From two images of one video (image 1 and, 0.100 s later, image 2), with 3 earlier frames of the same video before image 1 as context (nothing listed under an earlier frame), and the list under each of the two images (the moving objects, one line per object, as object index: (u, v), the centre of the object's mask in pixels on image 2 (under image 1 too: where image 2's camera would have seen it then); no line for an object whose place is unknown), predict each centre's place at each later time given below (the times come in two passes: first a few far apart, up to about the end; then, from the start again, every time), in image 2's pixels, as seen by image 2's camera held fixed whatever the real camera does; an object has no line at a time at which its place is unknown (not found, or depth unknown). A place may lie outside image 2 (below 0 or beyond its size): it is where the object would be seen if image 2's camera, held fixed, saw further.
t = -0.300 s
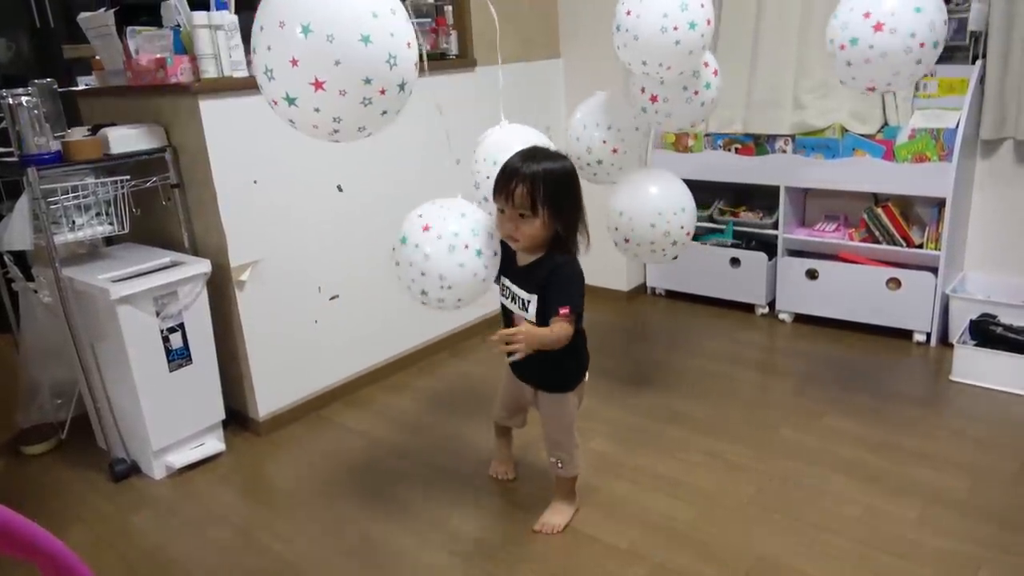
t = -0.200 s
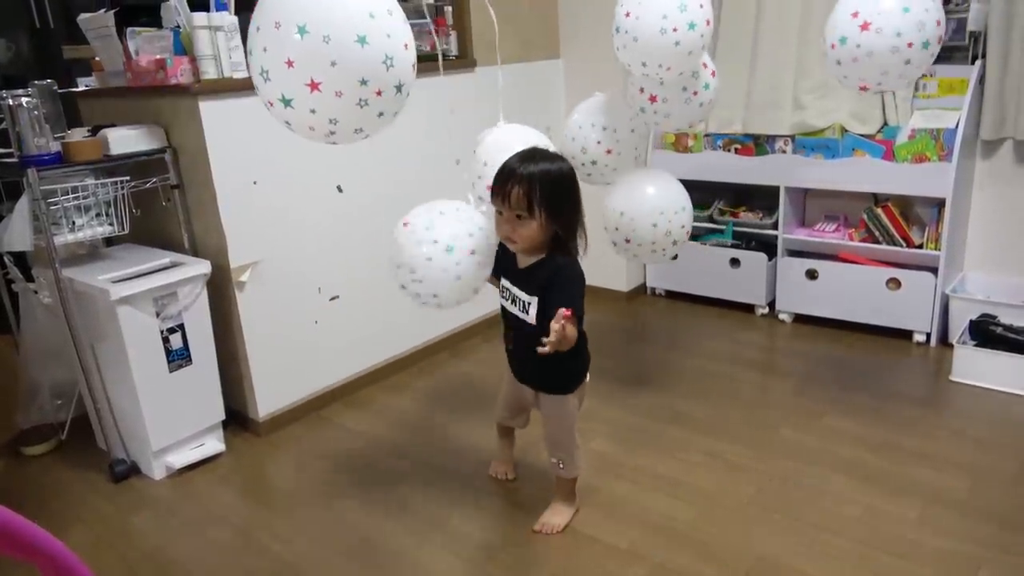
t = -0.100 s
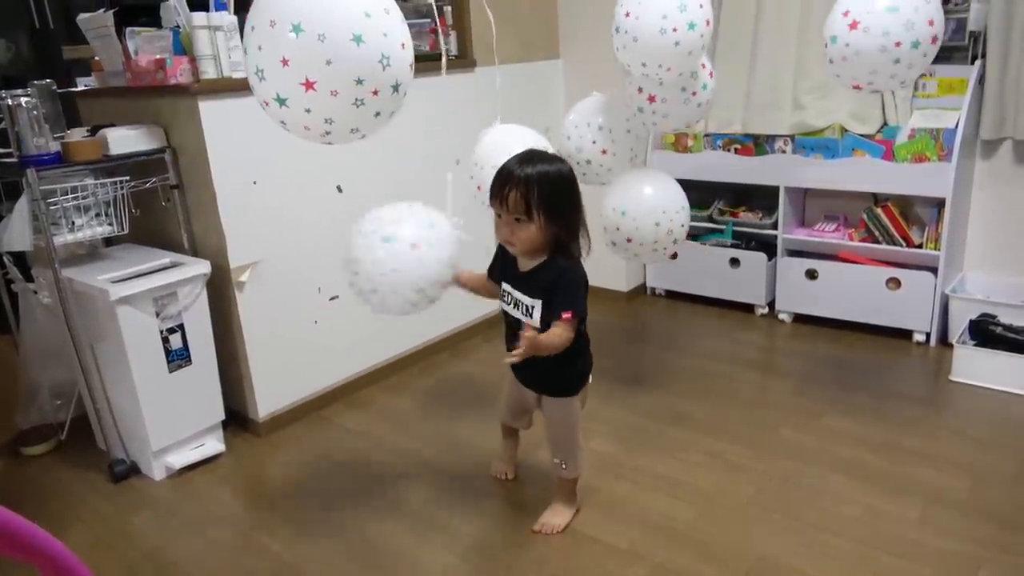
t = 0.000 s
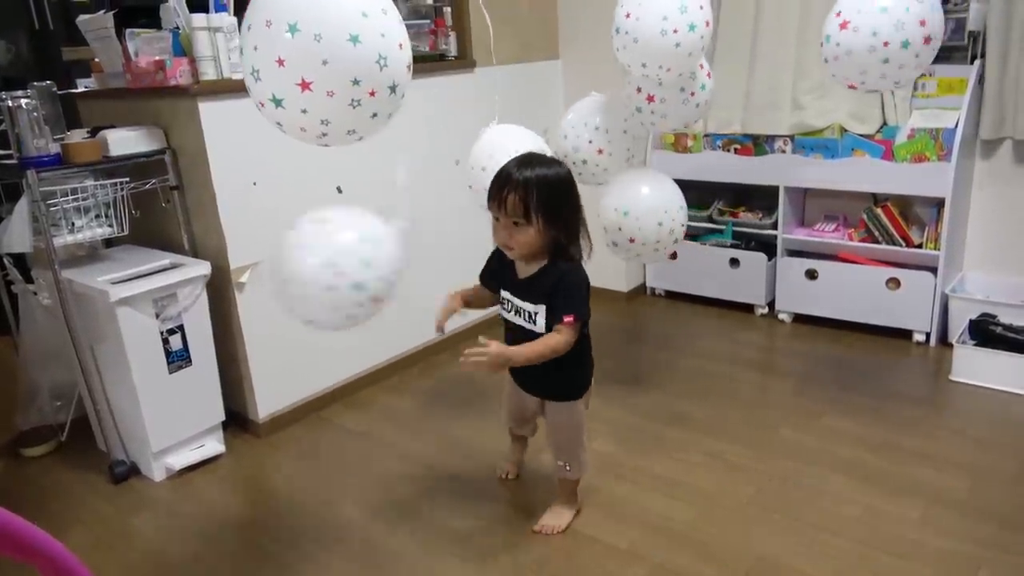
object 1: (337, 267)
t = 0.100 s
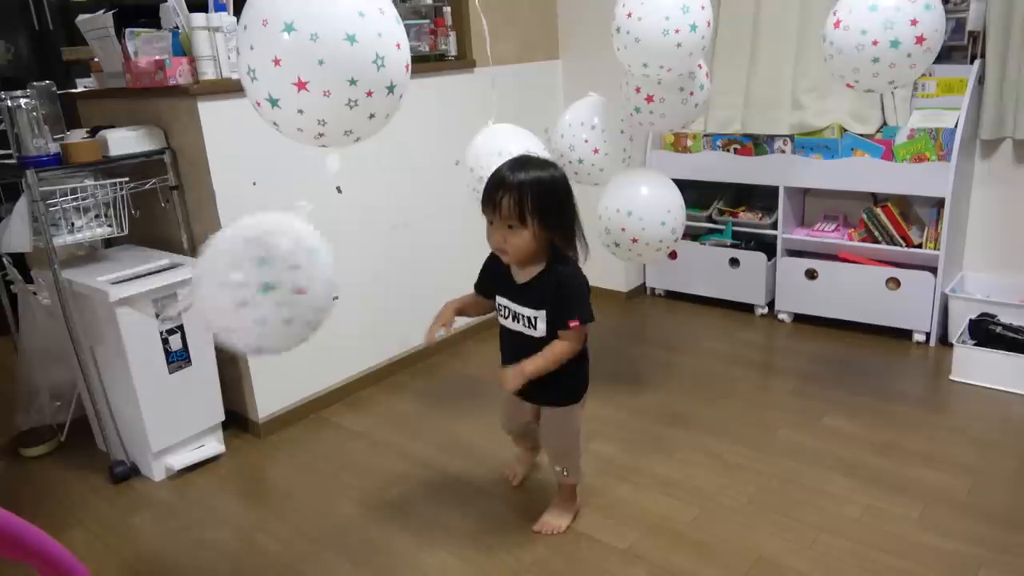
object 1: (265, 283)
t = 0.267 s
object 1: (147, 326)
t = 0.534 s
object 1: (51, 316)
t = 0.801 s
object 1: (44, 272)
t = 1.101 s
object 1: (83, 301)
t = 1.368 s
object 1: (170, 365)
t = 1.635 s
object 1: (284, 343)
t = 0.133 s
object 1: (240, 293)
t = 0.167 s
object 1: (216, 303)
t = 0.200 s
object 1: (192, 312)
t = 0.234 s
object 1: (168, 321)
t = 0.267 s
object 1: (147, 326)
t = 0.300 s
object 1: (120, 353)
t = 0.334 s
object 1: (99, 361)
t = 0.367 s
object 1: (86, 362)
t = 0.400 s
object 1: (77, 355)
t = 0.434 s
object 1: (69, 345)
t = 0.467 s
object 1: (61, 334)
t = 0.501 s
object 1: (56, 324)
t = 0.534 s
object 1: (51, 316)
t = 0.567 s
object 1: (47, 308)
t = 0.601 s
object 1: (42, 303)
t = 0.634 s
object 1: (38, 299)
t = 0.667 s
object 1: (37, 293)
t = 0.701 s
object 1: (38, 285)
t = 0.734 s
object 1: (40, 279)
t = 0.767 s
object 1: (41, 274)
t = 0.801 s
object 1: (44, 272)
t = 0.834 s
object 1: (46, 271)
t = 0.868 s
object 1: (49, 271)
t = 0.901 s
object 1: (52, 273)
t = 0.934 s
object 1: (55, 278)
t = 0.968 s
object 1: (59, 281)
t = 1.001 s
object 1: (64, 285)
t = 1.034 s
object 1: (70, 289)
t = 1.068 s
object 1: (76, 294)
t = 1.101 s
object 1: (83, 301)
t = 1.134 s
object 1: (89, 308)
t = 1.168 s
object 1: (96, 317)
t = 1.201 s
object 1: (104, 326)
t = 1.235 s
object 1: (115, 337)
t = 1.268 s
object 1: (128, 348)
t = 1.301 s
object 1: (141, 359)
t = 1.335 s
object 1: (155, 366)
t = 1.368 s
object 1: (170, 365)
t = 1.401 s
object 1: (187, 360)
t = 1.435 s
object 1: (203, 354)
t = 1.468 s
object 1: (217, 349)
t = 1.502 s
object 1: (231, 346)
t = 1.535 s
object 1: (245, 345)
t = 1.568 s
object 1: (257, 344)
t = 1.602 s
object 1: (271, 343)
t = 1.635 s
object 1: (284, 343)
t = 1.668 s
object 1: (293, 343)
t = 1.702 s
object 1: (303, 343)
